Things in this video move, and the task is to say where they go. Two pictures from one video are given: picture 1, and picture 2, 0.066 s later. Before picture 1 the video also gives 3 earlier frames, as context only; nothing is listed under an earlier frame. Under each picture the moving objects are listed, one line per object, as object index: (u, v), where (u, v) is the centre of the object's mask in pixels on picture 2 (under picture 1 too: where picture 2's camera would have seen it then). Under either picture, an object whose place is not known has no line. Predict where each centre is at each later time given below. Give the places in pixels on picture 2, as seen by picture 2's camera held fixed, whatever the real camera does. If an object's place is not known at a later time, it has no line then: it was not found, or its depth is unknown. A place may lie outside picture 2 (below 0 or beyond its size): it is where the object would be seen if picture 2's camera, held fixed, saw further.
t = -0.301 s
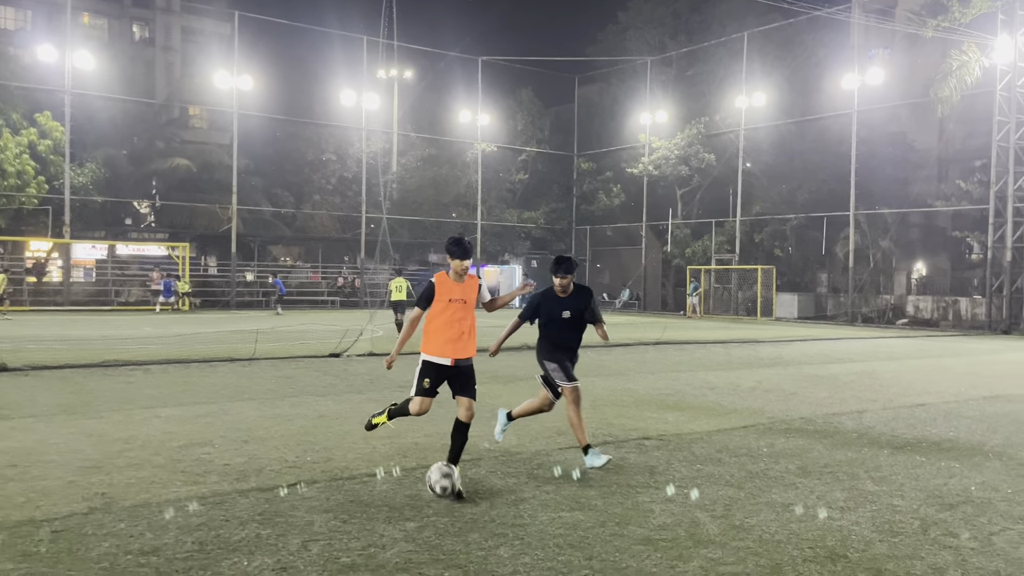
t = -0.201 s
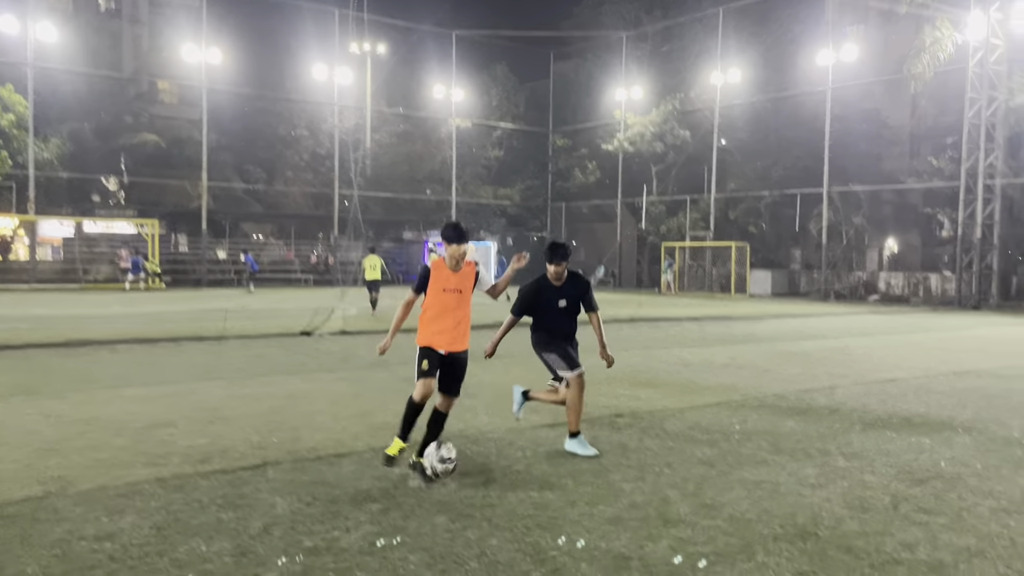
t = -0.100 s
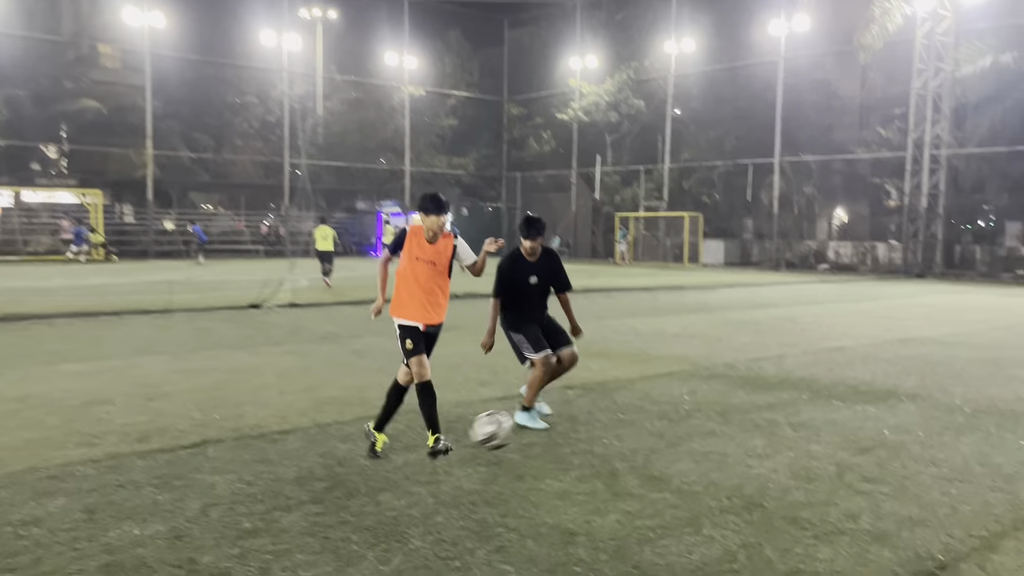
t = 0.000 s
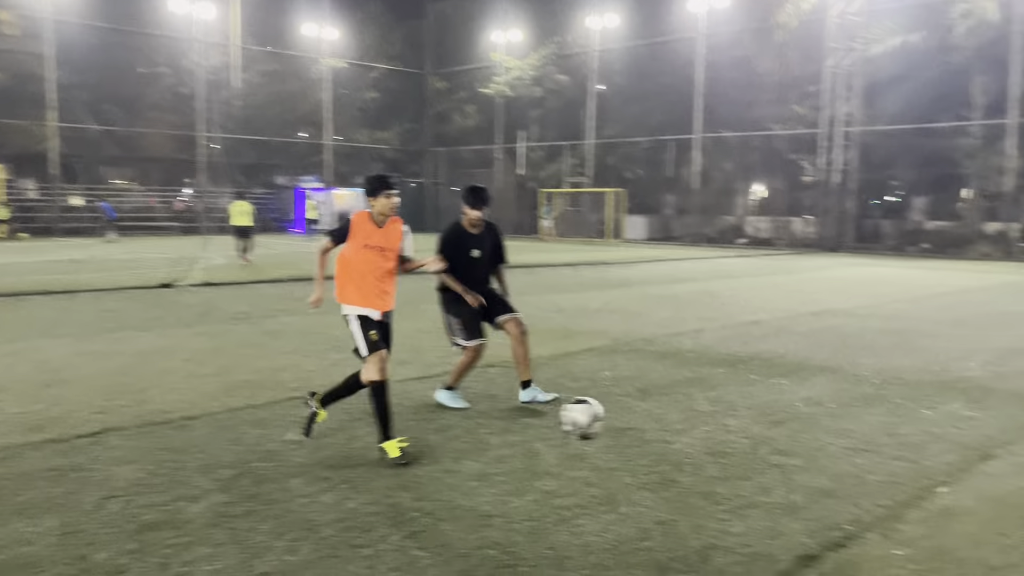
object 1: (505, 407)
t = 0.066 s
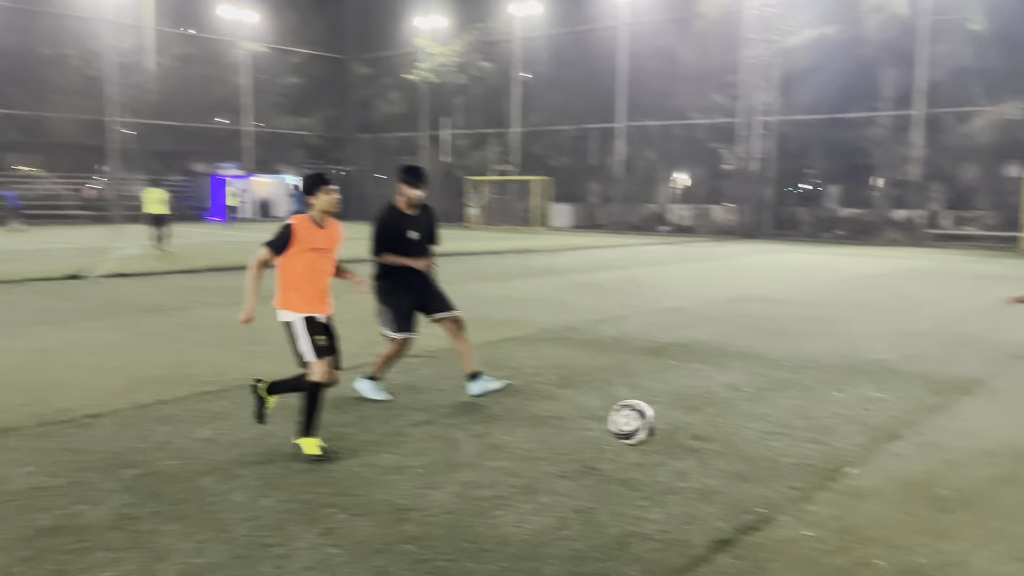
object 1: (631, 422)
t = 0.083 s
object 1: (665, 427)
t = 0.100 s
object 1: (699, 434)
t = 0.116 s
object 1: (735, 441)
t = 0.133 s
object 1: (771, 449)
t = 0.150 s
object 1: (808, 457)
